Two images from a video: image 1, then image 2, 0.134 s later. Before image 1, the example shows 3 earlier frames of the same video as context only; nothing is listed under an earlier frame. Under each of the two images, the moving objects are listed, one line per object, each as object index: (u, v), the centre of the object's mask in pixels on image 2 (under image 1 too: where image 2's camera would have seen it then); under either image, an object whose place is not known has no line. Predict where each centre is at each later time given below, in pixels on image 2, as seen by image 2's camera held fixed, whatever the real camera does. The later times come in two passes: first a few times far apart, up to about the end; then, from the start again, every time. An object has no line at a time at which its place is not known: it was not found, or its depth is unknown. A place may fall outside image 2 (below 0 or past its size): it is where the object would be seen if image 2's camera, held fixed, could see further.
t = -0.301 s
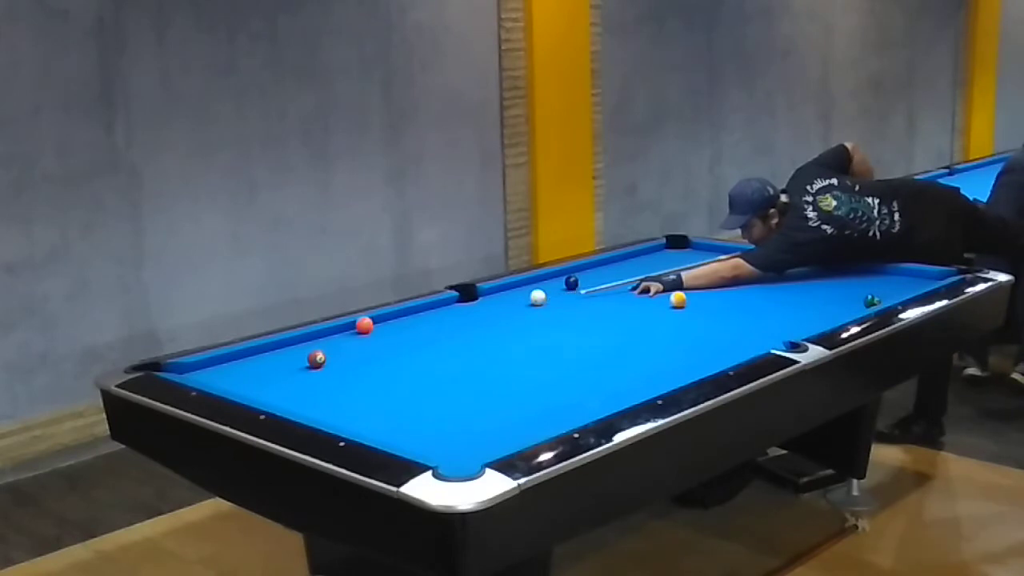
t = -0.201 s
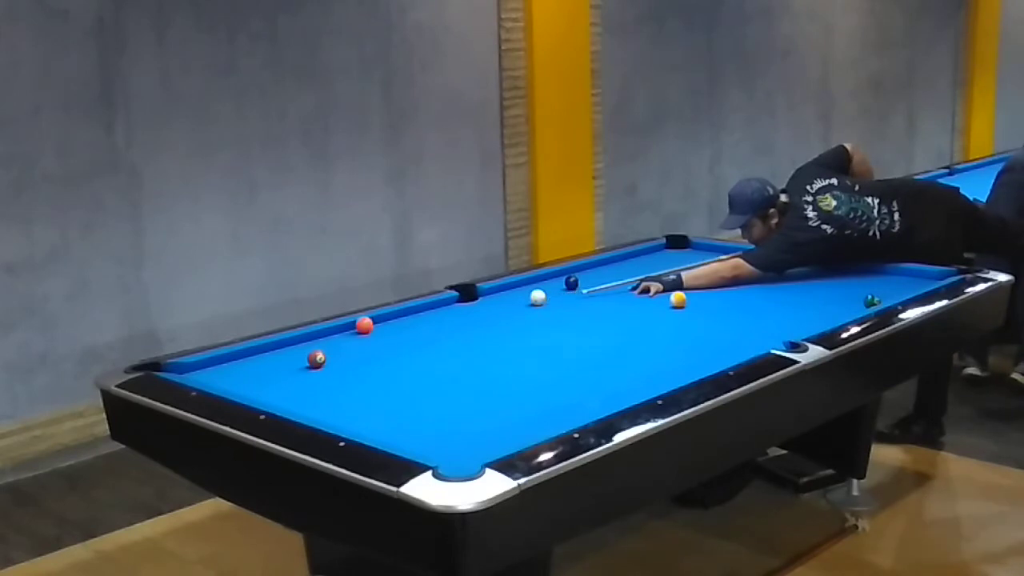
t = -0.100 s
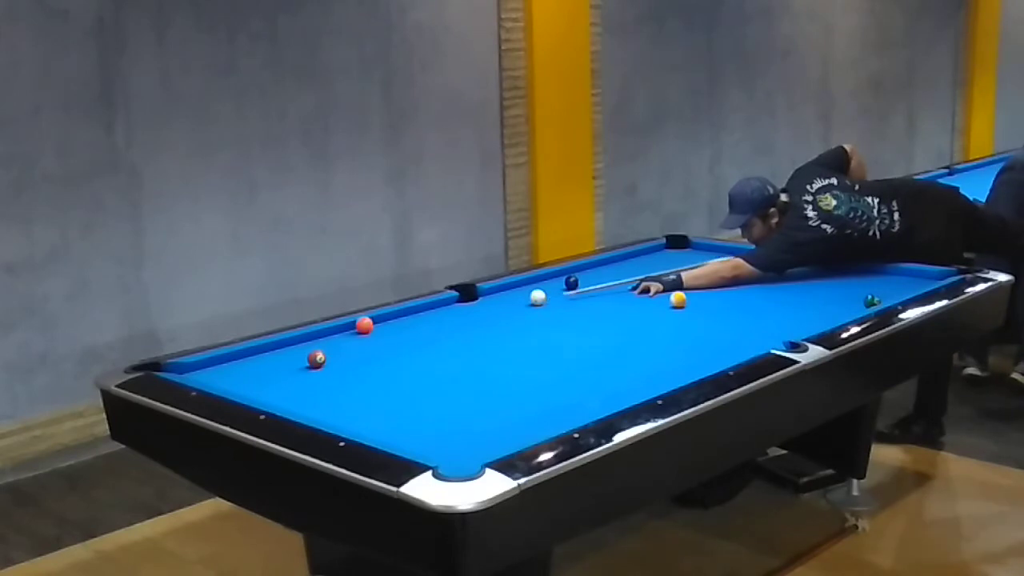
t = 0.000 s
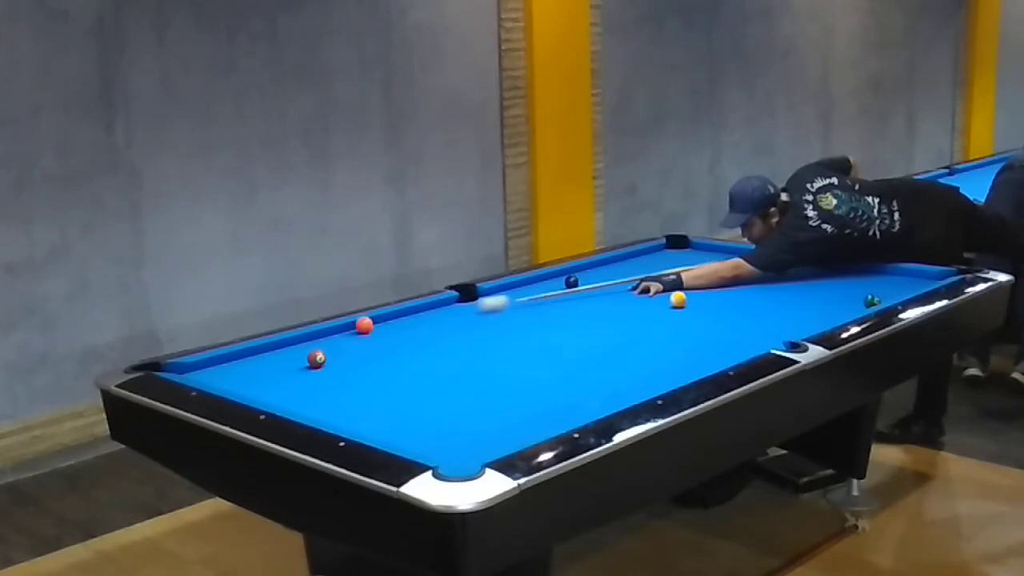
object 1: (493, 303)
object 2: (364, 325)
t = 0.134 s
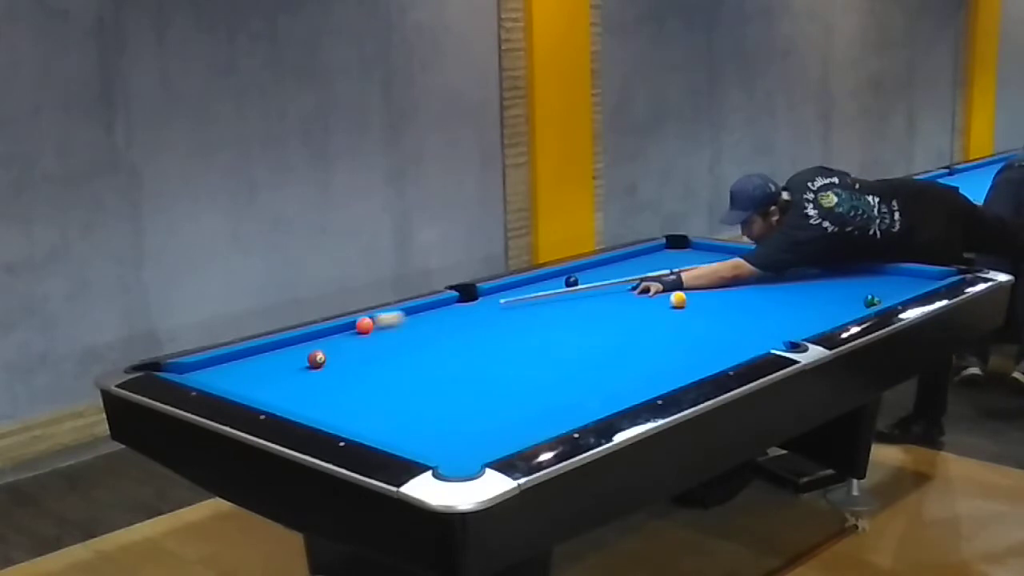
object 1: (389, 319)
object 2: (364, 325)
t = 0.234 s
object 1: (381, 322)
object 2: (316, 339)
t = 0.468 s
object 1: (409, 325)
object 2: (185, 372)
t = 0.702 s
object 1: (436, 327)
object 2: (227, 368)
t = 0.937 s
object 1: (462, 330)
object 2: (271, 369)
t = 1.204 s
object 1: (492, 333)
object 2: (319, 369)
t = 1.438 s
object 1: (517, 336)
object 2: (360, 369)
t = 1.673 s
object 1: (541, 339)
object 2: (400, 370)
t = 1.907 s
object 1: (565, 341)
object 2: (439, 371)
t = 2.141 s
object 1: (588, 344)
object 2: (477, 371)
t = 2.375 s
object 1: (611, 346)
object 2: (513, 372)
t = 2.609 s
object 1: (632, 349)
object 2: (549, 372)
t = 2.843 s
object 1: (653, 351)
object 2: (583, 373)
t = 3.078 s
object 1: (673, 353)
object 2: (617, 373)
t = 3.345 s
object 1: (695, 355)
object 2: (653, 374)
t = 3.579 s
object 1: (711, 356)
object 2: (684, 371)
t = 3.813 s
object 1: (727, 356)
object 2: (689, 369)
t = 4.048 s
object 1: (726, 355)
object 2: (686, 367)
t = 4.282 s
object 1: (722, 354)
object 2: (683, 364)
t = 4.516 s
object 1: (718, 354)
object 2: (680, 362)
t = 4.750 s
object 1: (714, 353)
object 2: (677, 359)
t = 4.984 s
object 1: (712, 353)
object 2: (676, 358)
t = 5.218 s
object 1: (711, 352)
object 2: (674, 356)
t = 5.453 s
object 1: (710, 352)
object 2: (673, 355)
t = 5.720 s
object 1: (709, 352)
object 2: (672, 354)
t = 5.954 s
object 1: (709, 352)
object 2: (671, 353)
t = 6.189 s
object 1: (709, 352)
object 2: (671, 353)
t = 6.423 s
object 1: (709, 352)
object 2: (671, 353)
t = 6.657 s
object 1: (709, 352)
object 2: (671, 353)
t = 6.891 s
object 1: (709, 352)
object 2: (671, 353)
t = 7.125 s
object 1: (709, 352)
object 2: (671, 353)
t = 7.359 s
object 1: (709, 352)
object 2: (671, 353)
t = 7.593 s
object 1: (709, 352)
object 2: (671, 353)
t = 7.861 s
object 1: (709, 352)
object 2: (671, 353)
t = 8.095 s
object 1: (709, 352)
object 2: (671, 353)
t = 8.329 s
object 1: (709, 352)
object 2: (671, 353)
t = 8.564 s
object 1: (709, 352)
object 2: (671, 353)
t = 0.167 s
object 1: (374, 321)
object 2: (353, 328)
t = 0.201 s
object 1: (377, 321)
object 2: (335, 333)
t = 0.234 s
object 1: (381, 322)
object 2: (316, 339)
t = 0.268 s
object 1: (385, 322)
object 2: (296, 343)
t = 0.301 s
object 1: (389, 323)
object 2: (277, 349)
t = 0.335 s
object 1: (393, 323)
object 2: (257, 354)
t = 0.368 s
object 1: (397, 324)
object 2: (239, 359)
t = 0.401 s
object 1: (401, 324)
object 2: (220, 364)
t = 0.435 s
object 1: (405, 324)
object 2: (201, 369)
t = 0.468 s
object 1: (409, 325)
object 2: (185, 372)
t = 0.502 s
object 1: (413, 325)
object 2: (187, 370)
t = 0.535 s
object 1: (417, 325)
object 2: (192, 368)
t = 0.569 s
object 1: (421, 326)
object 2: (200, 368)
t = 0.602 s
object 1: (425, 326)
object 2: (207, 368)
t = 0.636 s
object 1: (428, 327)
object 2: (214, 368)
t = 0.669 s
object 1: (432, 327)
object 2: (221, 368)
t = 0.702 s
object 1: (436, 327)
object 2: (227, 368)
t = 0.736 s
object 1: (440, 328)
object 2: (233, 368)
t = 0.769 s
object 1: (444, 328)
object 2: (240, 368)
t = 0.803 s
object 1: (448, 329)
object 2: (246, 368)
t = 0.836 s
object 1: (451, 329)
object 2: (252, 368)
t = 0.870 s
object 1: (455, 330)
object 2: (258, 369)
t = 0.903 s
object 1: (458, 330)
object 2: (264, 369)
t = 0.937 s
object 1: (462, 330)
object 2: (271, 369)
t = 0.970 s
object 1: (466, 331)
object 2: (277, 369)
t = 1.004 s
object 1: (470, 331)
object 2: (283, 369)
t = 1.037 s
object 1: (474, 331)
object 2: (289, 369)
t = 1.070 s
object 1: (477, 332)
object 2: (295, 369)
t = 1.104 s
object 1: (481, 332)
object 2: (301, 369)
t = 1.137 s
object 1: (485, 333)
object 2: (307, 369)
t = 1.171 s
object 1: (488, 333)
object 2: (313, 369)
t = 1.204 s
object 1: (492, 333)
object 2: (319, 369)
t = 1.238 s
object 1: (496, 334)
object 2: (326, 369)
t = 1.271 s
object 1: (499, 334)
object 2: (331, 369)
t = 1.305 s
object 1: (502, 334)
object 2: (337, 370)
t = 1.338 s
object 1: (506, 335)
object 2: (343, 370)
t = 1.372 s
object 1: (510, 335)
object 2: (349, 370)
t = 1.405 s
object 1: (513, 336)
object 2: (355, 370)
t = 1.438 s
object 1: (517, 336)
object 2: (360, 369)
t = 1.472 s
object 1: (520, 336)
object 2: (366, 370)
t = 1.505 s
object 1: (524, 337)
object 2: (372, 370)
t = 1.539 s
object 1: (527, 337)
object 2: (378, 370)
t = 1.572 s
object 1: (531, 337)
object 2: (383, 370)
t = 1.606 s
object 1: (534, 338)
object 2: (389, 370)
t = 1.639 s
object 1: (538, 338)
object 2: (395, 370)
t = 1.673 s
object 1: (541, 339)
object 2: (400, 370)
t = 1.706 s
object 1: (545, 339)
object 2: (406, 370)
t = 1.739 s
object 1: (548, 339)
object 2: (411, 370)
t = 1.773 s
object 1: (552, 340)
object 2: (417, 370)
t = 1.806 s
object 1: (555, 340)
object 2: (423, 370)
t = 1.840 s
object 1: (558, 340)
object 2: (428, 371)
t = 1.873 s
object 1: (562, 341)
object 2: (434, 371)
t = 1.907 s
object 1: (565, 341)
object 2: (439, 371)
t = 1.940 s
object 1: (568, 342)
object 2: (445, 371)
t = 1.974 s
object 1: (572, 342)
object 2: (450, 371)
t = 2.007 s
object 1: (575, 342)
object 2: (455, 371)
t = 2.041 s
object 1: (578, 343)
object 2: (461, 371)
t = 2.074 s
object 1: (582, 343)
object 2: (466, 371)
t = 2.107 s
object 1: (585, 343)
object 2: (471, 371)
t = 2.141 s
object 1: (588, 344)
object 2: (477, 371)
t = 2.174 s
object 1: (591, 344)
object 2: (482, 371)
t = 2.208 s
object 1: (595, 345)
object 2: (487, 371)
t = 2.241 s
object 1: (598, 345)
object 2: (493, 371)
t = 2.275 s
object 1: (601, 345)
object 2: (498, 371)
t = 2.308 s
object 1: (604, 346)
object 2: (503, 372)
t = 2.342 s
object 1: (607, 346)
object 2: (508, 372)
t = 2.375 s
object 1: (611, 346)
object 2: (513, 372)
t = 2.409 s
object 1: (614, 347)
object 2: (518, 372)
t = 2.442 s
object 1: (617, 347)
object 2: (524, 372)
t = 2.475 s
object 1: (620, 347)
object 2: (529, 372)
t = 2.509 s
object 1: (623, 348)
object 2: (534, 372)
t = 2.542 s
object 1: (626, 348)
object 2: (539, 372)
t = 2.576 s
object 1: (629, 348)
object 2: (544, 372)
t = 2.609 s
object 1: (632, 349)
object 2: (549, 372)
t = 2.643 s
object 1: (635, 349)
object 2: (554, 372)
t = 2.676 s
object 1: (638, 349)
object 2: (559, 372)
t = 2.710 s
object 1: (641, 350)
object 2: (564, 372)
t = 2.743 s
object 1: (644, 350)
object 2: (569, 373)
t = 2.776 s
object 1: (647, 350)
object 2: (574, 373)
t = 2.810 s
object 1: (650, 351)
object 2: (579, 373)
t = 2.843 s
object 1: (653, 351)
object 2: (583, 373)
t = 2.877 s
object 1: (656, 351)
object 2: (588, 373)
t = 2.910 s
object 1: (659, 351)
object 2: (593, 373)
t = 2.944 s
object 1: (661, 352)
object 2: (598, 373)
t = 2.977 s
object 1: (665, 352)
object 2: (603, 373)
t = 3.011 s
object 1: (667, 352)
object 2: (608, 373)
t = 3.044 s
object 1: (670, 353)
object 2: (612, 373)
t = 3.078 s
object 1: (673, 353)
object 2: (617, 373)
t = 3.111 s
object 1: (676, 353)
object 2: (621, 373)
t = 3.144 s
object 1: (678, 353)
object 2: (626, 374)
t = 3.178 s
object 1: (681, 354)
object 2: (631, 374)
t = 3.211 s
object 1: (684, 354)
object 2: (635, 374)
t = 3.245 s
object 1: (687, 354)
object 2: (640, 374)
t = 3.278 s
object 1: (689, 355)
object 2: (644, 374)
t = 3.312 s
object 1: (692, 355)
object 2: (649, 374)
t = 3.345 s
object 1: (695, 355)
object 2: (653, 374)
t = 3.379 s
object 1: (697, 355)
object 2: (658, 374)
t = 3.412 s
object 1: (699, 355)
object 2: (662, 374)
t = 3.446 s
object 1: (702, 356)
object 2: (666, 374)
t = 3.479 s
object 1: (704, 356)
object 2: (671, 373)
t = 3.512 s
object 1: (707, 356)
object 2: (675, 373)
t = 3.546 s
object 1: (709, 356)
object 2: (679, 372)
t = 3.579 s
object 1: (711, 356)
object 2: (684, 371)
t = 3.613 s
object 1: (714, 356)
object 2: (688, 371)
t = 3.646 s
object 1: (716, 356)
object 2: (691, 371)
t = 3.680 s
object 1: (718, 355)
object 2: (691, 371)
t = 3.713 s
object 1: (720, 355)
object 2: (690, 370)
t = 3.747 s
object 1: (723, 356)
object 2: (690, 370)
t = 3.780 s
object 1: (725, 356)
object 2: (690, 370)
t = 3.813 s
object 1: (727, 356)
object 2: (689, 369)
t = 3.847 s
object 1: (729, 355)
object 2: (689, 369)
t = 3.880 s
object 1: (730, 355)
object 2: (688, 368)
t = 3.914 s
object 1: (730, 355)
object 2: (688, 368)
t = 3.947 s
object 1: (729, 355)
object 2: (687, 368)
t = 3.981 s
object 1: (728, 355)
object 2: (686, 368)
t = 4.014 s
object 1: (727, 355)
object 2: (686, 367)
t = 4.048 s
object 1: (726, 355)
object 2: (686, 367)
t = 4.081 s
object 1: (726, 355)
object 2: (685, 367)
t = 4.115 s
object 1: (725, 354)
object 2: (685, 366)
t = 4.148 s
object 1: (724, 354)
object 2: (684, 366)
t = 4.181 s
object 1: (724, 354)
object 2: (684, 366)
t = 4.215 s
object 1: (723, 354)
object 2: (684, 365)
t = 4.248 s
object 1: (722, 354)
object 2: (683, 365)
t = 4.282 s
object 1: (722, 354)
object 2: (683, 364)
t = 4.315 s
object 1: (721, 354)
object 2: (683, 364)
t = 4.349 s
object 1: (720, 354)
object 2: (682, 364)
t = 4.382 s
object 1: (720, 354)
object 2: (682, 363)
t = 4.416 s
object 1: (719, 354)
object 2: (682, 363)
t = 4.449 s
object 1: (718, 354)
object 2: (681, 363)
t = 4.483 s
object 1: (718, 354)
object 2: (681, 362)
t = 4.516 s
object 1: (718, 354)
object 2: (680, 362)
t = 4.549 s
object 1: (717, 354)
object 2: (680, 361)
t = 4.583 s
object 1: (716, 353)
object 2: (680, 361)
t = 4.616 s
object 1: (716, 353)
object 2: (679, 361)
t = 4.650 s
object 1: (716, 353)
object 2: (679, 360)
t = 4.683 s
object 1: (715, 353)
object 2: (678, 360)
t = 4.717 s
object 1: (715, 353)
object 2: (678, 360)
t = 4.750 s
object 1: (714, 353)
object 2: (677, 359)
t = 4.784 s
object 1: (714, 353)
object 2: (677, 359)
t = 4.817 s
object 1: (714, 353)
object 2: (677, 359)
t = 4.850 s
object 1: (713, 353)
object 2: (677, 359)
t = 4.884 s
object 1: (713, 353)
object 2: (676, 358)
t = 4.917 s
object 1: (713, 353)
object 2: (676, 358)
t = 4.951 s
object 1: (713, 353)
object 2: (676, 358)
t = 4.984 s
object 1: (712, 353)
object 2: (676, 358)
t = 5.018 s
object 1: (712, 353)
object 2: (675, 357)
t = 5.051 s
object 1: (712, 352)
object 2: (675, 357)
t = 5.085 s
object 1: (711, 352)
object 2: (675, 357)
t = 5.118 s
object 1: (711, 352)
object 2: (675, 357)
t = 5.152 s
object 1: (711, 352)
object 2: (674, 356)
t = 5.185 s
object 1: (711, 352)
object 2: (674, 356)
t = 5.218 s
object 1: (711, 352)
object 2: (674, 356)
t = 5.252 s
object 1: (711, 352)
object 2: (674, 356)
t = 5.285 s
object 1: (710, 352)
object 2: (674, 355)
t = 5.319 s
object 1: (710, 352)
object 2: (674, 355)
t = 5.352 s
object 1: (710, 352)
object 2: (673, 355)
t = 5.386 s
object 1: (710, 352)
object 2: (673, 355)
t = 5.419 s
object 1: (710, 352)
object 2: (673, 355)
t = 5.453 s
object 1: (710, 352)
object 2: (673, 355)
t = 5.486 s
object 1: (710, 352)
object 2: (673, 355)
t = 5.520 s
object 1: (710, 352)
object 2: (672, 354)
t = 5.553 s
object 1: (710, 352)
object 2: (672, 354)
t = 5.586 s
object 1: (709, 352)
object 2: (672, 354)
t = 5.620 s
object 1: (710, 352)
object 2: (672, 354)
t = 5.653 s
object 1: (709, 352)
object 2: (672, 354)
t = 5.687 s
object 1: (709, 352)
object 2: (672, 354)
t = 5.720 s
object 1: (709, 352)
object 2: (672, 354)
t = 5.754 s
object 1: (709, 352)
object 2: (672, 354)
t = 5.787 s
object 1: (709, 352)
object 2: (672, 353)
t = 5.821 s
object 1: (709, 352)
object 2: (671, 353)
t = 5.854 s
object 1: (709, 352)
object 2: (671, 353)
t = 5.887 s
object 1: (709, 352)
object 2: (671, 353)
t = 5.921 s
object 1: (709, 352)
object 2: (671, 353)
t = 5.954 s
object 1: (709, 352)
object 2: (671, 353)
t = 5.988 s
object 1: (709, 352)
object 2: (671, 353)
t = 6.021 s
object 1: (710, 352)
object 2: (671, 353)
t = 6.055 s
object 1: (709, 352)
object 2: (671, 353)
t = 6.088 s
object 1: (709, 352)
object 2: (671, 353)
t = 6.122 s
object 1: (709, 352)
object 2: (671, 353)
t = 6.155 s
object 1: (709, 352)
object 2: (671, 353)
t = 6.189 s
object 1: (709, 352)
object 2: (671, 353)
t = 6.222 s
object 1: (709, 352)
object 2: (671, 353)
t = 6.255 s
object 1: (709, 352)
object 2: (671, 353)
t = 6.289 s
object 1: (709, 352)
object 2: (671, 353)
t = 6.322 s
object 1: (709, 352)
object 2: (671, 353)
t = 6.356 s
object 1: (709, 352)
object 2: (671, 353)
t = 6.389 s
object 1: (709, 352)
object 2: (671, 353)
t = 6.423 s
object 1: (709, 352)
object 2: (671, 353)
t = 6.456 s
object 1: (709, 352)
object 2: (671, 353)
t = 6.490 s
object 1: (710, 352)
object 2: (671, 353)
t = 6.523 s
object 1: (709, 352)
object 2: (671, 353)
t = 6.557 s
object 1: (709, 352)
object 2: (671, 353)
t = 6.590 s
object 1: (709, 352)
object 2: (671, 353)
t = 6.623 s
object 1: (709, 352)
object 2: (671, 353)
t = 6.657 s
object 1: (709, 352)
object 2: (671, 353)
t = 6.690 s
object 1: (709, 352)
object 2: (671, 353)
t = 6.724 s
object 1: (709, 352)
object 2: (671, 353)
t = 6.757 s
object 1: (709, 352)
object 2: (671, 353)
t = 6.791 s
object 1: (709, 352)
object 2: (671, 353)
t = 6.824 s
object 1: (710, 352)
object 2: (671, 353)
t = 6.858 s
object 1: (709, 352)
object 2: (671, 353)
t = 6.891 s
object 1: (709, 352)
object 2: (671, 353)
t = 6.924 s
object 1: (709, 352)
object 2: (671, 353)
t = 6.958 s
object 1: (709, 352)
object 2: (671, 353)
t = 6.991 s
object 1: (709, 352)
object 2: (671, 353)
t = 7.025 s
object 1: (709, 352)
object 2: (671, 353)
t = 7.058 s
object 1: (709, 352)
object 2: (671, 353)
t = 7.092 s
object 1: (709, 352)
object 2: (671, 353)
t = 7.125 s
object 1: (709, 352)
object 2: (671, 353)
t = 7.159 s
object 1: (709, 352)
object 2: (671, 353)
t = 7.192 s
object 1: (709, 352)
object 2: (671, 353)
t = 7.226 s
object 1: (709, 352)
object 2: (671, 353)
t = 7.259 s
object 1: (709, 352)
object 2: (671, 353)
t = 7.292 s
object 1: (709, 352)
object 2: (671, 353)
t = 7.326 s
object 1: (709, 352)
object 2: (671, 353)
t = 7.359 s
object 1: (709, 352)
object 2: (671, 353)
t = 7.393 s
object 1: (709, 352)
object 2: (671, 353)
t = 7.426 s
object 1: (709, 352)
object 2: (671, 353)
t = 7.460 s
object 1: (709, 352)
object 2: (671, 353)
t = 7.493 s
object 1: (709, 352)
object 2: (671, 353)
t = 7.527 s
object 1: (709, 352)
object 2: (671, 353)
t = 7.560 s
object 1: (709, 352)
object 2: (671, 353)
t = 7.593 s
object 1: (709, 352)
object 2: (671, 353)
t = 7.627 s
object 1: (709, 352)
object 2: (671, 353)
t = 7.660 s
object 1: (709, 352)
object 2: (671, 353)
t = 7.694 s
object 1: (709, 352)
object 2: (671, 353)
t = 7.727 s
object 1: (709, 352)
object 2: (671, 353)
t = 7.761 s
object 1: (709, 352)
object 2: (671, 353)
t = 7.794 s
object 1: (709, 352)
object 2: (671, 353)
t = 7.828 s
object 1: (709, 352)
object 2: (671, 353)
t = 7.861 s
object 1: (709, 352)
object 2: (671, 353)
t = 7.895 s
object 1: (709, 352)
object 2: (671, 353)
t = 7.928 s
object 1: (709, 352)
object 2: (671, 353)
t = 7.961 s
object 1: (709, 352)
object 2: (671, 353)
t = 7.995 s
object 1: (709, 352)
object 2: (671, 353)
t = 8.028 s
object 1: (709, 352)
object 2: (671, 353)
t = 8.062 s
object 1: (709, 352)
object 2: (671, 353)
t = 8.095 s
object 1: (709, 352)
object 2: (671, 353)
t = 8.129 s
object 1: (709, 352)
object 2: (671, 353)
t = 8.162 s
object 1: (709, 352)
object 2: (671, 353)
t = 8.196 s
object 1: (709, 352)
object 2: (671, 353)
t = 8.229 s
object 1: (709, 352)
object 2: (671, 353)
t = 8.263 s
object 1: (709, 352)
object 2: (671, 353)
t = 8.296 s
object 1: (709, 352)
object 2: (671, 353)
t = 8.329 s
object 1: (709, 352)
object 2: (671, 353)
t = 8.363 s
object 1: (710, 352)
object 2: (671, 353)
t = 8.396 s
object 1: (709, 352)
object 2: (671, 353)
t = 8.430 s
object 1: (710, 352)
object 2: (671, 353)
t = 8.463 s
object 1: (709, 352)
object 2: (671, 353)
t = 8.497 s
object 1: (710, 352)
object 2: (671, 353)
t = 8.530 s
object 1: (709, 352)
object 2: (671, 353)
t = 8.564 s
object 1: (709, 352)
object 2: (671, 353)
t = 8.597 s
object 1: (710, 352)
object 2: (671, 353)
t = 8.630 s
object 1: (710, 352)
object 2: (671, 353)
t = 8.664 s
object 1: (709, 352)
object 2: (671, 353)
